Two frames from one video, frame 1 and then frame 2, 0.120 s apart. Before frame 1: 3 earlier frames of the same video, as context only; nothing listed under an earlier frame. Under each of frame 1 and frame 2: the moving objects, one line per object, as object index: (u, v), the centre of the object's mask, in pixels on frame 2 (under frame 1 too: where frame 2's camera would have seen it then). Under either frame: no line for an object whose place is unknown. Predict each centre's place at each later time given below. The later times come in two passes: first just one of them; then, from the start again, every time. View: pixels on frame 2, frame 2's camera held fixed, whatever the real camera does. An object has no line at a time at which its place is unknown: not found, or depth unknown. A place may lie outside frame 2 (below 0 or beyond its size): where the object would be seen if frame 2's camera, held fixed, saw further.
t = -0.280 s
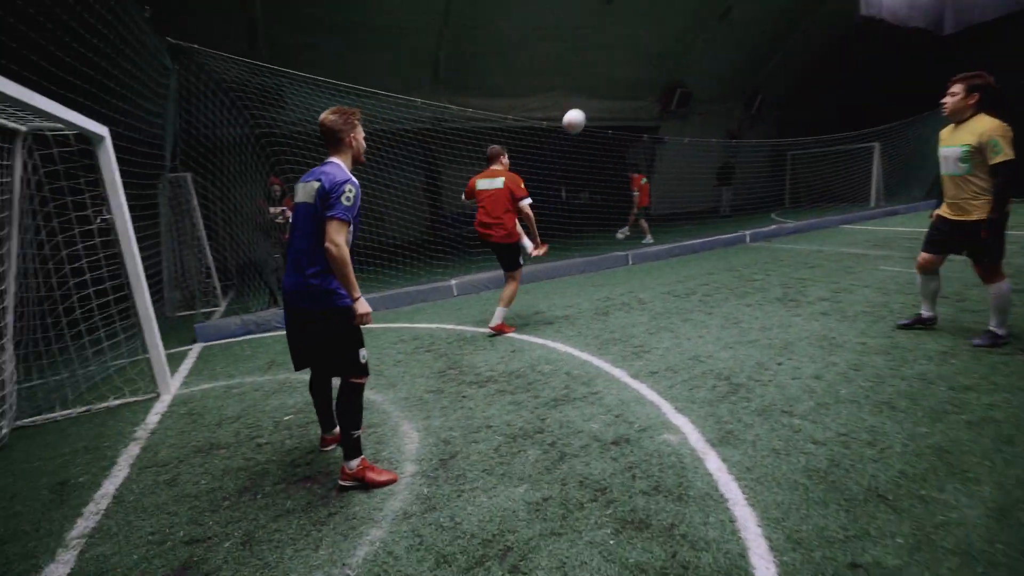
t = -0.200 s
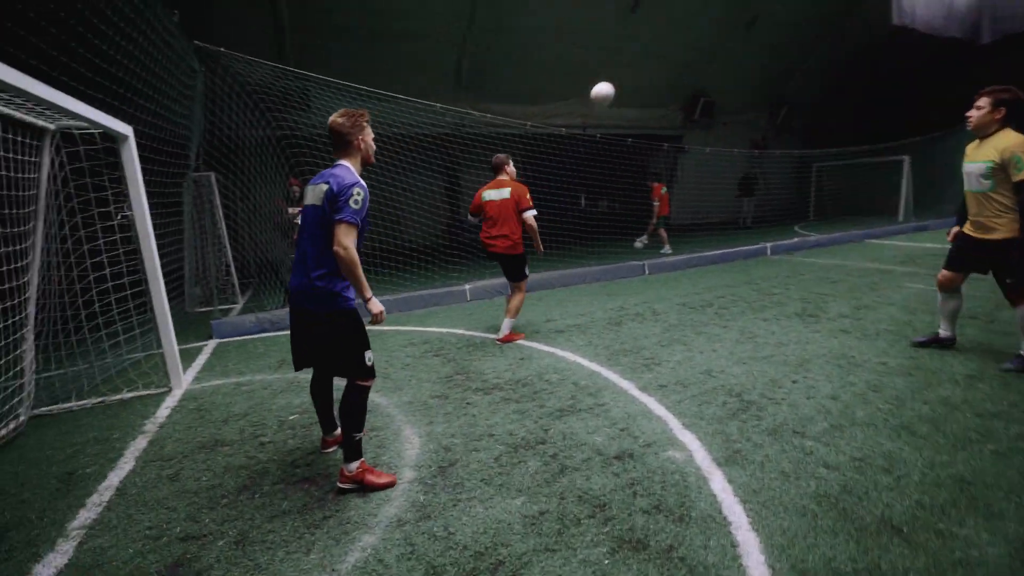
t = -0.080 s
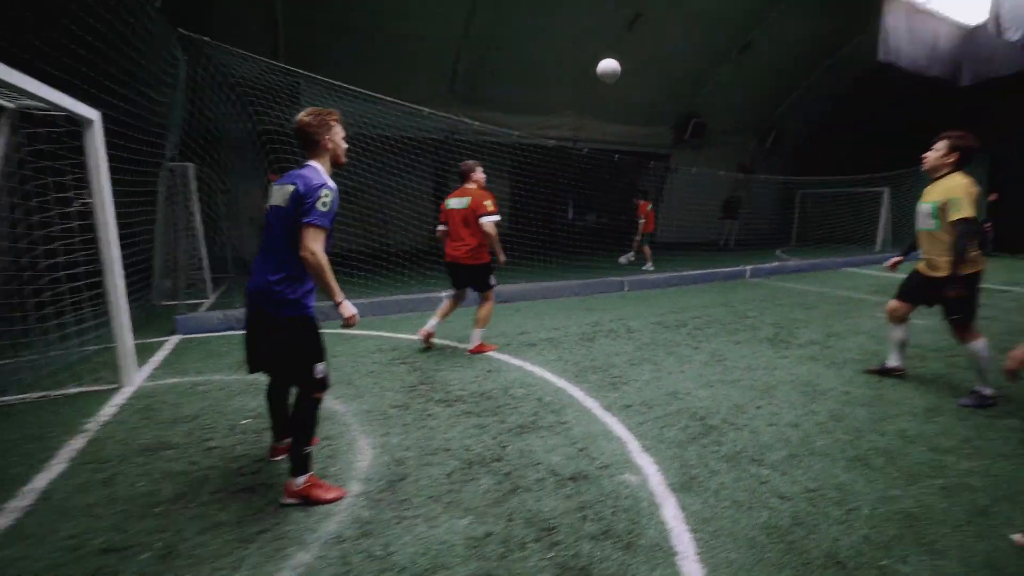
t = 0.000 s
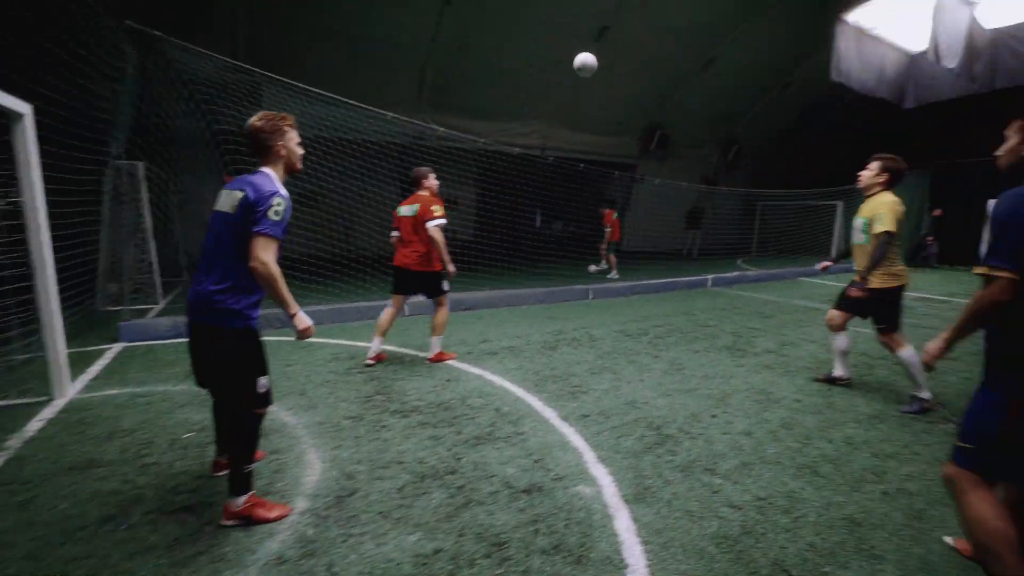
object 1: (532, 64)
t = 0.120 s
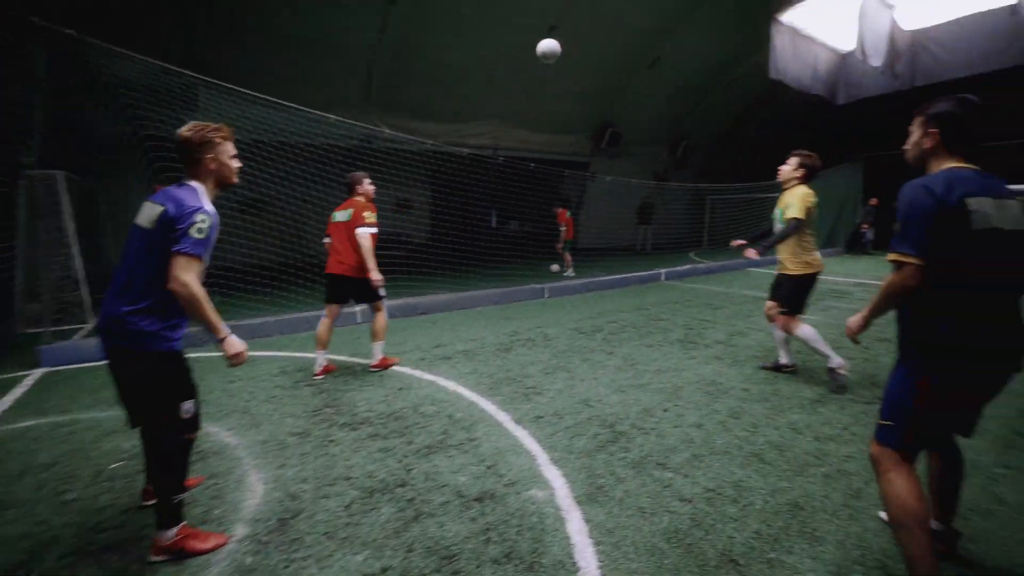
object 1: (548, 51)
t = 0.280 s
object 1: (570, 57)
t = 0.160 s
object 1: (554, 50)
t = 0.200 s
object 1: (559, 50)
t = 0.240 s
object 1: (564, 53)
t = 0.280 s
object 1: (570, 57)
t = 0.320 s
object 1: (575, 63)
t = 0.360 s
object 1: (580, 69)
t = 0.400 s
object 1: (585, 79)
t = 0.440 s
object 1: (591, 89)
